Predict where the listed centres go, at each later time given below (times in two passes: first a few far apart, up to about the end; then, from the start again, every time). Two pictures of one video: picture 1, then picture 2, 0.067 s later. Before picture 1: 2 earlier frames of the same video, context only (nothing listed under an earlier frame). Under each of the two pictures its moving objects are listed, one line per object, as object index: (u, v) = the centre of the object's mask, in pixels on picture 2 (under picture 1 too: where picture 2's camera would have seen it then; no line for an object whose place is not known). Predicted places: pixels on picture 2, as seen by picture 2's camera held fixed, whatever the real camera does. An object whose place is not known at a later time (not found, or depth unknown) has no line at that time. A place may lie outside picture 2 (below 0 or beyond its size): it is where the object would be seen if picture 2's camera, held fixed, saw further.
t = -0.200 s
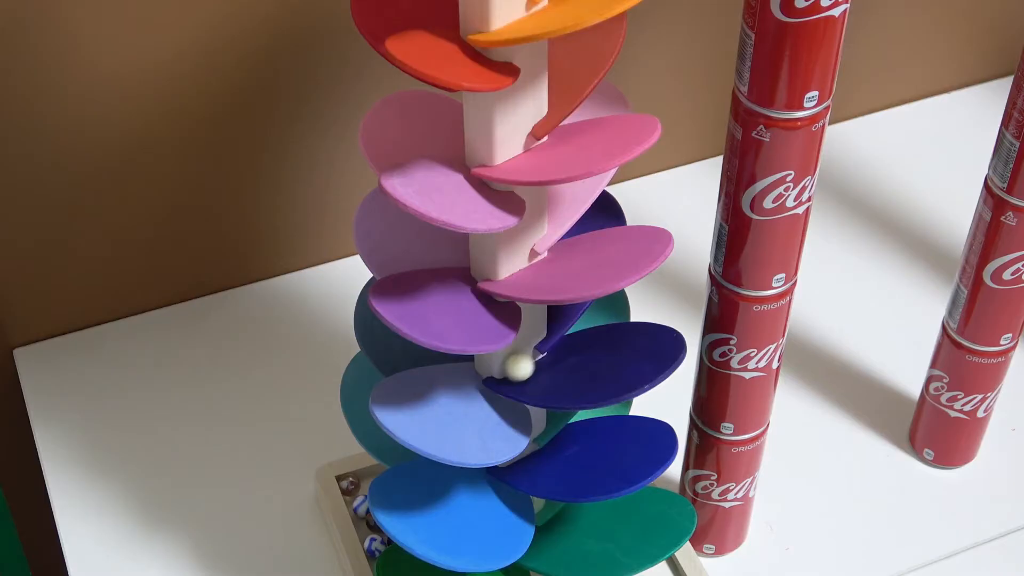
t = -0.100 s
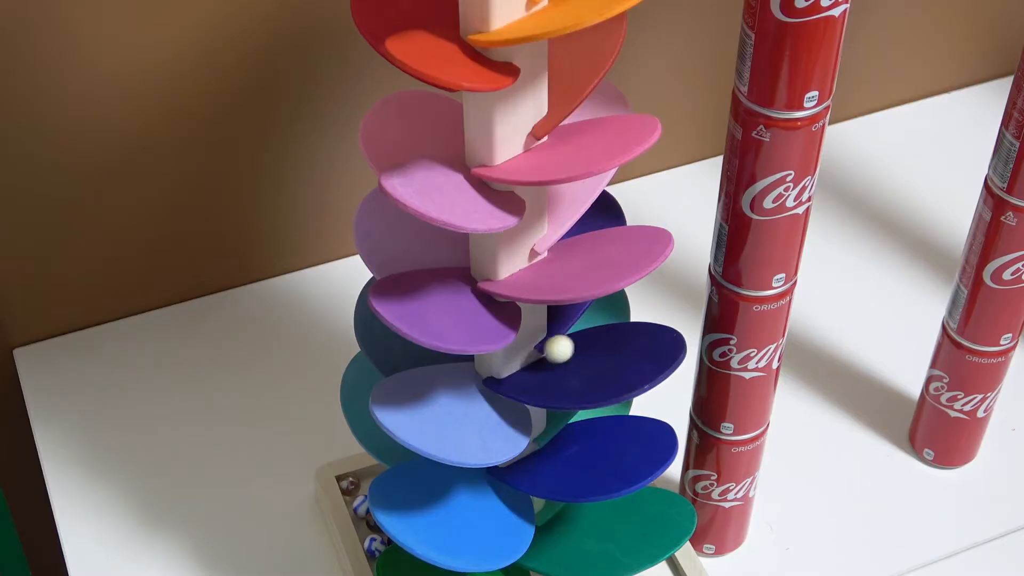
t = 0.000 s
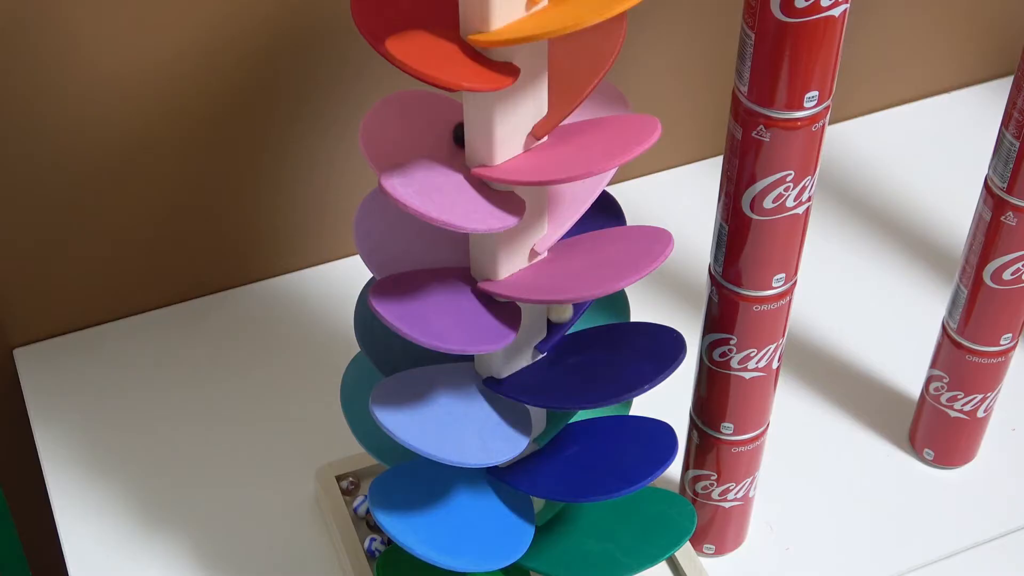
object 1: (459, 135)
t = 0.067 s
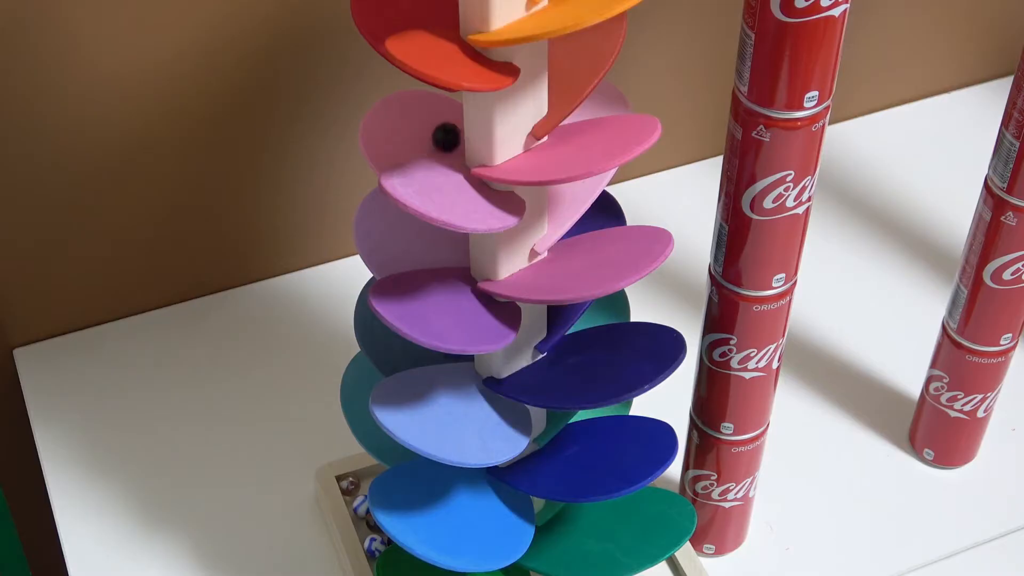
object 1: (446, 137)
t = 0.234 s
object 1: (451, 162)
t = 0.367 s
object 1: (467, 178)
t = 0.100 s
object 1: (442, 142)
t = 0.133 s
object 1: (444, 144)
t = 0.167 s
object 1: (449, 150)
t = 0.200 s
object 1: (457, 157)
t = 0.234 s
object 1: (451, 162)
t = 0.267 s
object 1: (449, 167)
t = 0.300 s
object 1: (451, 172)
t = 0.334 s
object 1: (457, 176)
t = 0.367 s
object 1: (467, 178)
